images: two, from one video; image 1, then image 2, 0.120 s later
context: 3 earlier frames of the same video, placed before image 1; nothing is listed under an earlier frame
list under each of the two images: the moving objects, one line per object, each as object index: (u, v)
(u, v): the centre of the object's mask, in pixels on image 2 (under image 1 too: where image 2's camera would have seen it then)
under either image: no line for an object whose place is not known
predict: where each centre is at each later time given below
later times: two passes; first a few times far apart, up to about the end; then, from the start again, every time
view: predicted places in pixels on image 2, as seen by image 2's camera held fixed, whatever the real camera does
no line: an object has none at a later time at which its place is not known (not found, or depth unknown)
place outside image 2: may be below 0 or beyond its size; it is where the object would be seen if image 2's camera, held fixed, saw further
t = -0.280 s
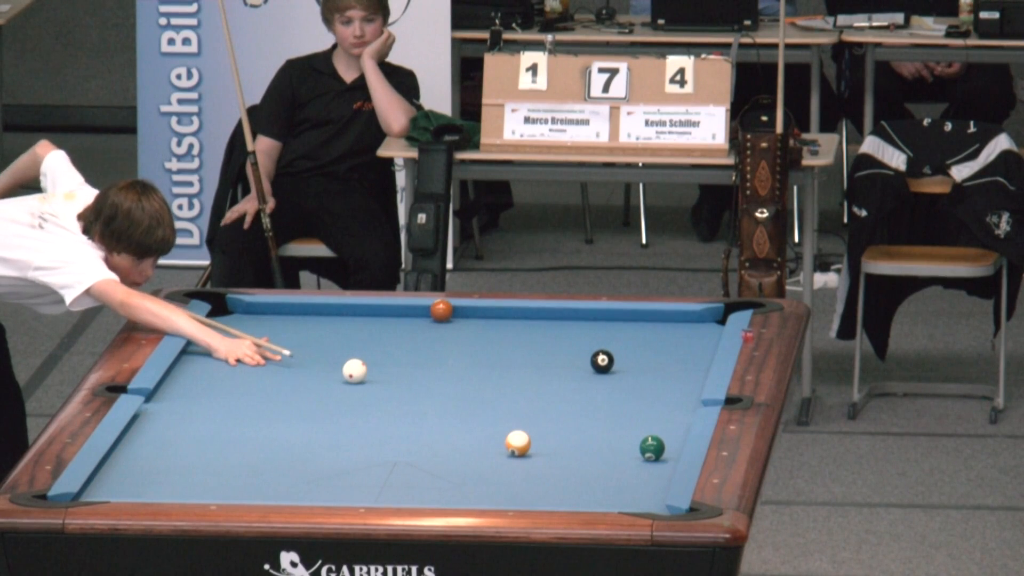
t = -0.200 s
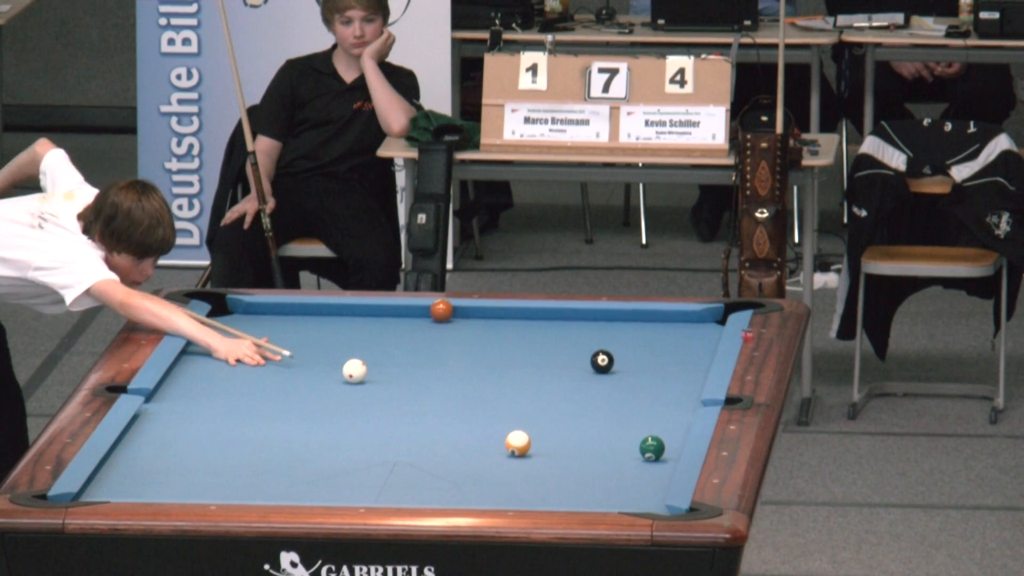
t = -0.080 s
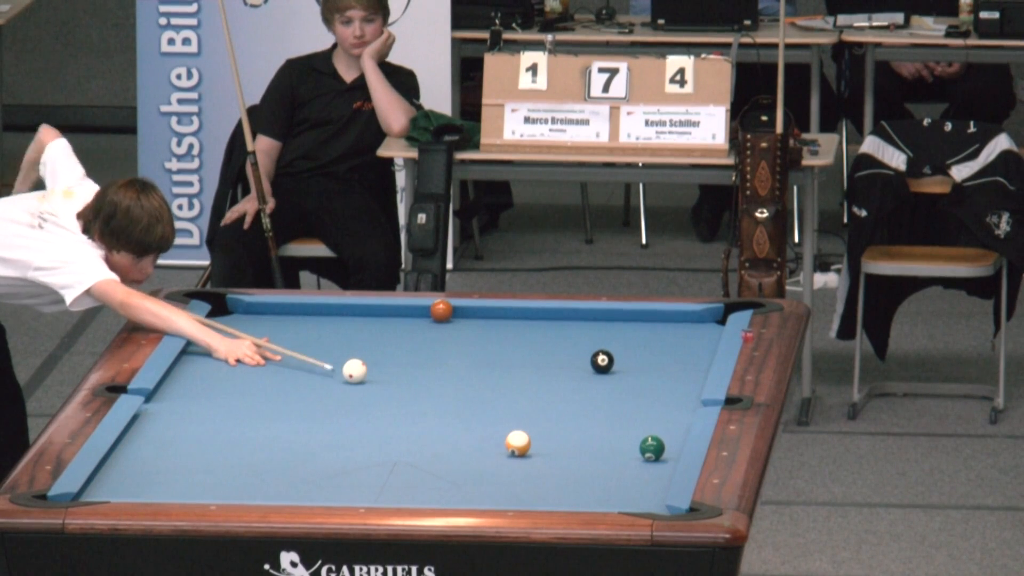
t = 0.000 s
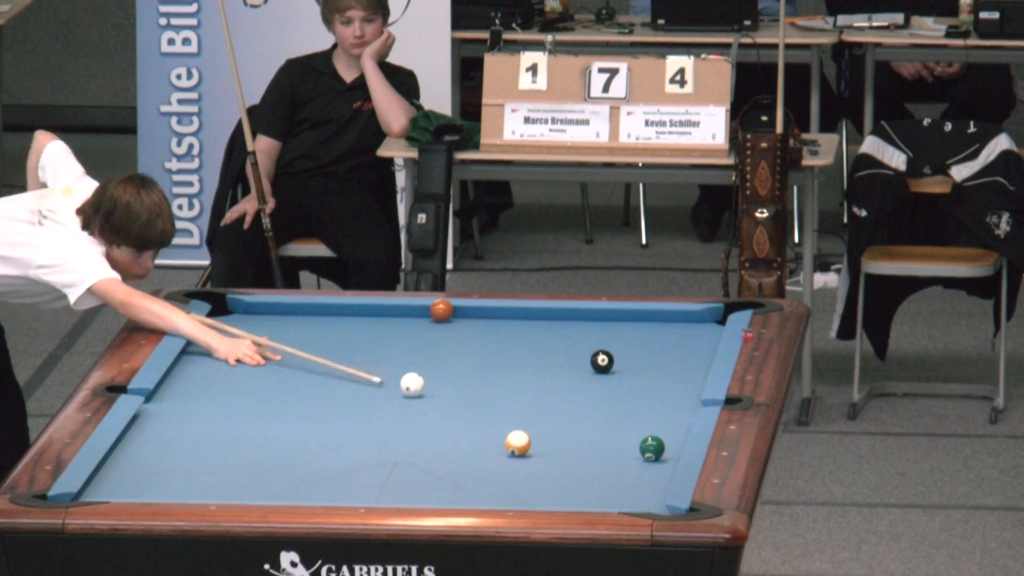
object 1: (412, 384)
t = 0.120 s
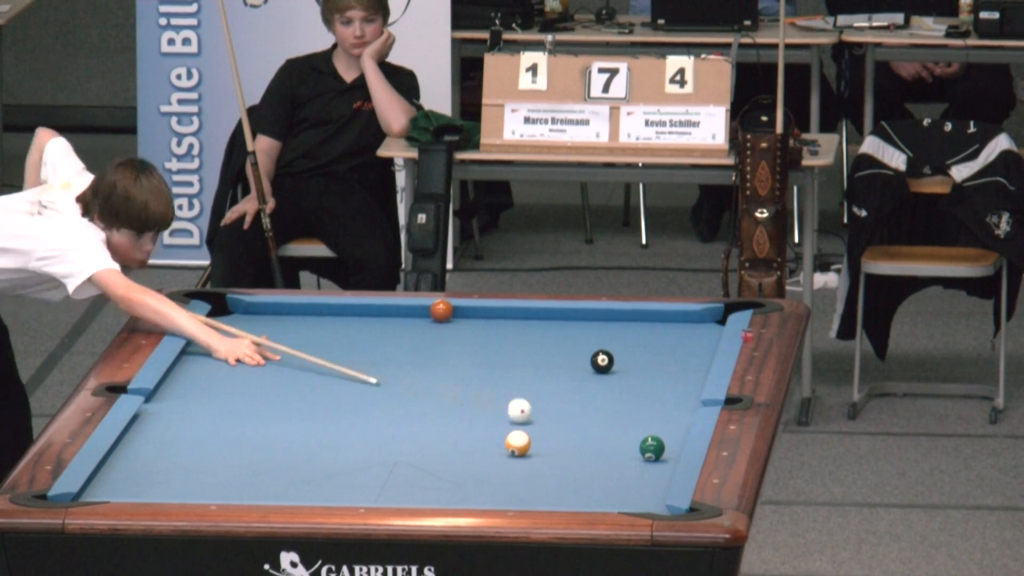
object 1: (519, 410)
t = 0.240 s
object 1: (618, 435)
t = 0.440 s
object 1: (628, 437)
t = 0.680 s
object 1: (552, 427)
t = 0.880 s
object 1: (492, 418)
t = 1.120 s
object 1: (422, 408)
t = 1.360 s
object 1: (355, 399)
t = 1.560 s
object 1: (301, 391)
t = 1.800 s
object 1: (239, 382)
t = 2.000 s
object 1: (189, 375)
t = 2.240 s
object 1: (207, 371)
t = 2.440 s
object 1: (238, 368)
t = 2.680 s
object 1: (272, 365)
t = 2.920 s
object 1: (305, 363)
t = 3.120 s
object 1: (330, 361)
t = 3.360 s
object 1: (357, 359)
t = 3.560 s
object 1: (379, 357)
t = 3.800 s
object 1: (402, 355)
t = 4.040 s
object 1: (423, 353)
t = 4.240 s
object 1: (440, 351)
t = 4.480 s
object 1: (457, 350)
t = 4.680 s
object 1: (470, 349)
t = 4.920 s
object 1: (484, 348)
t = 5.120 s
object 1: (495, 347)
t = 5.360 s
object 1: (505, 346)
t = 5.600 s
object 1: (514, 345)
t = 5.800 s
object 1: (519, 345)
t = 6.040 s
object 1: (525, 344)
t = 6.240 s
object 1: (527, 344)
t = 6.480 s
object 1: (529, 344)
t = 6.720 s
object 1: (529, 344)
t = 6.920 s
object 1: (529, 344)
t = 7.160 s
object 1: (529, 344)
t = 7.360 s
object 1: (529, 344)
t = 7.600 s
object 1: (529, 344)
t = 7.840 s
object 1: (529, 344)
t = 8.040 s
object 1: (529, 344)
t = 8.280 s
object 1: (529, 344)
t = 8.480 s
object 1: (529, 344)
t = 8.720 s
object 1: (529, 344)
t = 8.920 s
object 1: (529, 344)
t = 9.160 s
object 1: (529, 344)
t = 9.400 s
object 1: (529, 344)
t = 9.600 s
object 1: (529, 344)
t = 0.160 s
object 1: (553, 419)
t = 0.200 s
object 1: (586, 427)
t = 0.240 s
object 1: (618, 435)
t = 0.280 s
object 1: (646, 435)
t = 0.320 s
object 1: (674, 442)
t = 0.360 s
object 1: (658, 440)
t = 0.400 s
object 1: (642, 439)
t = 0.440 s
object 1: (628, 437)
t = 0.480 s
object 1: (615, 436)
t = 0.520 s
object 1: (602, 434)
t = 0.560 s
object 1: (590, 432)
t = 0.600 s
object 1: (577, 431)
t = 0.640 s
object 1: (565, 428)
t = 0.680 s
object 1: (552, 427)
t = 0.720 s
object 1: (541, 425)
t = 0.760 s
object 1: (529, 422)
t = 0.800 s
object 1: (517, 421)
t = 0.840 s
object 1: (504, 420)
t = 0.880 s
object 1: (492, 418)
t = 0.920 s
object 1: (480, 417)
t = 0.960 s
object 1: (468, 415)
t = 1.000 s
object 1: (457, 413)
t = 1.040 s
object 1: (445, 411)
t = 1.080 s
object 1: (433, 409)
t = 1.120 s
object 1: (422, 408)
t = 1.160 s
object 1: (411, 406)
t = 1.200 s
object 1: (399, 405)
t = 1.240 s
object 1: (388, 404)
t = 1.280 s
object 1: (377, 402)
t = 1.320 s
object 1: (366, 400)
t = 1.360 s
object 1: (355, 399)
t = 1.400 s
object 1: (344, 397)
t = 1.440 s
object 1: (334, 395)
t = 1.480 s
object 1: (323, 394)
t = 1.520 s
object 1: (312, 392)
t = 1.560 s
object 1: (301, 391)
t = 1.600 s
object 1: (291, 389)
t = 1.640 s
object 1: (280, 388)
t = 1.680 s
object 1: (270, 386)
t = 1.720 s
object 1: (260, 385)
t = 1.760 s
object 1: (249, 384)
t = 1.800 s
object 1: (239, 382)
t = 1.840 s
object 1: (229, 381)
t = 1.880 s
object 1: (219, 379)
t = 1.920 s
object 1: (209, 378)
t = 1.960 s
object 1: (200, 377)
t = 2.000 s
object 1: (189, 375)
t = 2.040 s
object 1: (180, 373)
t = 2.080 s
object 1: (181, 373)
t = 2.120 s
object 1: (188, 372)
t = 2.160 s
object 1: (195, 372)
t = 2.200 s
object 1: (201, 371)
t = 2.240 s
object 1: (207, 371)
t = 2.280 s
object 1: (213, 370)
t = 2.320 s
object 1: (220, 370)
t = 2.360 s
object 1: (226, 369)
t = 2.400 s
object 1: (232, 369)
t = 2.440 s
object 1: (238, 368)
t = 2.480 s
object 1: (244, 368)
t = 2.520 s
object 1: (250, 368)
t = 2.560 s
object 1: (256, 367)
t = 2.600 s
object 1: (261, 367)
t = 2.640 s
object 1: (267, 366)
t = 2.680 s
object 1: (272, 365)
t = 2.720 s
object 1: (278, 365)
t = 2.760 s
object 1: (284, 365)
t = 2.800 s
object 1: (289, 365)
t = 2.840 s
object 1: (294, 364)
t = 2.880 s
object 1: (299, 363)
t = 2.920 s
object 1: (305, 363)
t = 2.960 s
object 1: (310, 363)
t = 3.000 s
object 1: (315, 362)
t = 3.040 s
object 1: (320, 362)
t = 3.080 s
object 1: (325, 361)
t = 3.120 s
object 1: (330, 361)
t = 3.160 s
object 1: (334, 361)
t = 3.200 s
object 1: (339, 360)
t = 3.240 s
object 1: (344, 360)
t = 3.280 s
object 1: (348, 360)
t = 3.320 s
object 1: (353, 360)
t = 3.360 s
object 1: (357, 359)
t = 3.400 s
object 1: (362, 358)
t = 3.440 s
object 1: (366, 358)
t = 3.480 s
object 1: (371, 358)
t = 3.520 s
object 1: (374, 357)
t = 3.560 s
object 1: (379, 357)
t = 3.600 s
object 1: (383, 357)
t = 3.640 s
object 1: (387, 357)
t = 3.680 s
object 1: (391, 356)
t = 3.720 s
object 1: (394, 356)
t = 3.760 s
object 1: (398, 355)
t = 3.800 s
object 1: (402, 355)
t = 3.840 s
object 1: (406, 355)
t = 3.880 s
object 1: (410, 355)
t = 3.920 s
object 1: (413, 354)
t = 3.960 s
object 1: (417, 354)
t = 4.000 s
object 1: (420, 354)
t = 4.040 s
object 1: (423, 353)
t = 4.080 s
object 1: (427, 353)
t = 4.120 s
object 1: (430, 352)
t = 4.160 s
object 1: (433, 352)
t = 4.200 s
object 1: (437, 352)
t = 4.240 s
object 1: (440, 351)
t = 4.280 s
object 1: (443, 352)
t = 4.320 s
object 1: (446, 351)
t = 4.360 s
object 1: (448, 351)
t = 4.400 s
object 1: (451, 351)
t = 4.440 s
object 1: (454, 350)
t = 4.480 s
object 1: (457, 350)
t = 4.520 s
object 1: (460, 350)
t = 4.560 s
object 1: (462, 350)
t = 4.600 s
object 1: (465, 349)
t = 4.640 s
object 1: (467, 349)
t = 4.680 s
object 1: (470, 349)
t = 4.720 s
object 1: (472, 349)
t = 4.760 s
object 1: (475, 348)
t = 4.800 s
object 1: (477, 348)
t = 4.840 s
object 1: (480, 348)
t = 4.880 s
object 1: (482, 348)
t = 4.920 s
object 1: (484, 348)
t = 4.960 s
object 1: (486, 347)
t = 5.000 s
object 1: (488, 347)
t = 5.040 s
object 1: (491, 347)
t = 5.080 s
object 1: (493, 347)
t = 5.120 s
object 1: (495, 347)
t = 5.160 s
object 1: (497, 347)
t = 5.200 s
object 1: (498, 346)
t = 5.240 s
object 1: (500, 346)
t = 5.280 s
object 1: (502, 346)
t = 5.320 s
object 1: (504, 346)
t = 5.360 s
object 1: (505, 346)
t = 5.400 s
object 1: (507, 346)
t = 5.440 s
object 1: (508, 346)
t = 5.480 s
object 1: (510, 345)
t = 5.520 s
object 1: (511, 346)
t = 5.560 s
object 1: (512, 346)
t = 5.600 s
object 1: (514, 345)
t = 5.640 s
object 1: (515, 345)
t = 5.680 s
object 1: (516, 345)
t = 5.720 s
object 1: (517, 345)
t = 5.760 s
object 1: (518, 345)
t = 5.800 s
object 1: (519, 345)
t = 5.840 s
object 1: (520, 345)
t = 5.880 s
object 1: (521, 345)
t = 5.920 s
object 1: (522, 345)
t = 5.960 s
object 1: (523, 345)
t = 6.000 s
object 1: (524, 345)
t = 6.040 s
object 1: (525, 344)
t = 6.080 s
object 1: (525, 345)
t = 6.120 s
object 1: (526, 344)
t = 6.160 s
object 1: (526, 344)
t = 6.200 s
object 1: (527, 344)
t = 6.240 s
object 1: (527, 344)
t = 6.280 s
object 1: (528, 344)
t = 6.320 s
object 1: (528, 344)
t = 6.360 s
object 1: (528, 344)
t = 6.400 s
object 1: (528, 344)
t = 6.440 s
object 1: (529, 344)
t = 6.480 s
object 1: (529, 344)
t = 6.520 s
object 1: (529, 344)
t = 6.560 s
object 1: (529, 344)
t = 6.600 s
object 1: (529, 344)
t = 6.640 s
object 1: (529, 344)
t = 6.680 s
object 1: (529, 344)
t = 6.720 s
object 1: (529, 344)
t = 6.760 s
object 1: (529, 344)
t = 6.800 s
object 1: (529, 344)
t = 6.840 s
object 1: (529, 344)
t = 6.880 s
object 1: (529, 344)
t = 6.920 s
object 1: (529, 344)
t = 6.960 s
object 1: (529, 344)
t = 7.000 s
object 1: (529, 344)
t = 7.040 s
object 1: (529, 344)
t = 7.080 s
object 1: (529, 344)
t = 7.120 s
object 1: (529, 344)
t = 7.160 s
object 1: (529, 344)
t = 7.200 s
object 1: (529, 344)
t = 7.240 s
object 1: (529, 344)
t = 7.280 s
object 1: (529, 344)
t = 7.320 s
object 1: (529, 344)
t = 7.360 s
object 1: (529, 344)
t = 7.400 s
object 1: (529, 344)
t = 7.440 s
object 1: (529, 344)
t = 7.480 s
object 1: (529, 344)
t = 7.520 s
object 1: (529, 344)
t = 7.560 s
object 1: (529, 344)
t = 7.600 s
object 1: (529, 344)
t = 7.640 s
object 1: (529, 344)
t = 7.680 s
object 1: (529, 344)
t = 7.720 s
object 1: (529, 344)
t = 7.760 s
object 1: (529, 344)
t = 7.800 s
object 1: (529, 344)
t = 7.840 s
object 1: (529, 344)
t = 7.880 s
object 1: (529, 344)
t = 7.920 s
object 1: (529, 344)
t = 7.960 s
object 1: (529, 344)
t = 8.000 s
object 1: (529, 344)
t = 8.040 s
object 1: (529, 344)
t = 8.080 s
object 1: (529, 344)
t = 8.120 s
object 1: (529, 344)
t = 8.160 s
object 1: (529, 344)
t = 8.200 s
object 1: (529, 344)
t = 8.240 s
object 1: (529, 344)
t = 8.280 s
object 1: (529, 344)
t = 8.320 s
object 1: (529, 344)
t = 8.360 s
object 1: (529, 344)
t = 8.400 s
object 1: (529, 344)
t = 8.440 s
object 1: (529, 344)
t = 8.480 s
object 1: (529, 344)
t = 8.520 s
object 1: (529, 344)
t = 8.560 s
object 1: (529, 344)
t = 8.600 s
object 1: (529, 344)
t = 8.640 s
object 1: (529, 344)
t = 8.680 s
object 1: (529, 344)
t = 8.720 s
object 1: (529, 344)
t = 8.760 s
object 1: (529, 344)
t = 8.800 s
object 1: (529, 344)
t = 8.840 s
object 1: (529, 344)
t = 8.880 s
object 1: (529, 344)
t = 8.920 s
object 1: (529, 344)
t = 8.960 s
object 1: (529, 344)
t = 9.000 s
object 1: (529, 344)
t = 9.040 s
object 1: (529, 344)
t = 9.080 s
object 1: (529, 344)
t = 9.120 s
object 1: (529, 344)
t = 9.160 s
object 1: (529, 344)
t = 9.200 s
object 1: (529, 344)
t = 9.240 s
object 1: (529, 344)
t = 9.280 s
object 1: (529, 344)
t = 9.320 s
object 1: (529, 344)
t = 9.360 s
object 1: (529, 344)
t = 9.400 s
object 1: (529, 344)
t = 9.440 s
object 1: (529, 344)
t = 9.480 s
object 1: (529, 344)
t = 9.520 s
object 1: (529, 344)
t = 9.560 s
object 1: (529, 344)
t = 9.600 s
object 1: (529, 344)
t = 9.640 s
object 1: (529, 344)
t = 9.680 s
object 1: (529, 344)
